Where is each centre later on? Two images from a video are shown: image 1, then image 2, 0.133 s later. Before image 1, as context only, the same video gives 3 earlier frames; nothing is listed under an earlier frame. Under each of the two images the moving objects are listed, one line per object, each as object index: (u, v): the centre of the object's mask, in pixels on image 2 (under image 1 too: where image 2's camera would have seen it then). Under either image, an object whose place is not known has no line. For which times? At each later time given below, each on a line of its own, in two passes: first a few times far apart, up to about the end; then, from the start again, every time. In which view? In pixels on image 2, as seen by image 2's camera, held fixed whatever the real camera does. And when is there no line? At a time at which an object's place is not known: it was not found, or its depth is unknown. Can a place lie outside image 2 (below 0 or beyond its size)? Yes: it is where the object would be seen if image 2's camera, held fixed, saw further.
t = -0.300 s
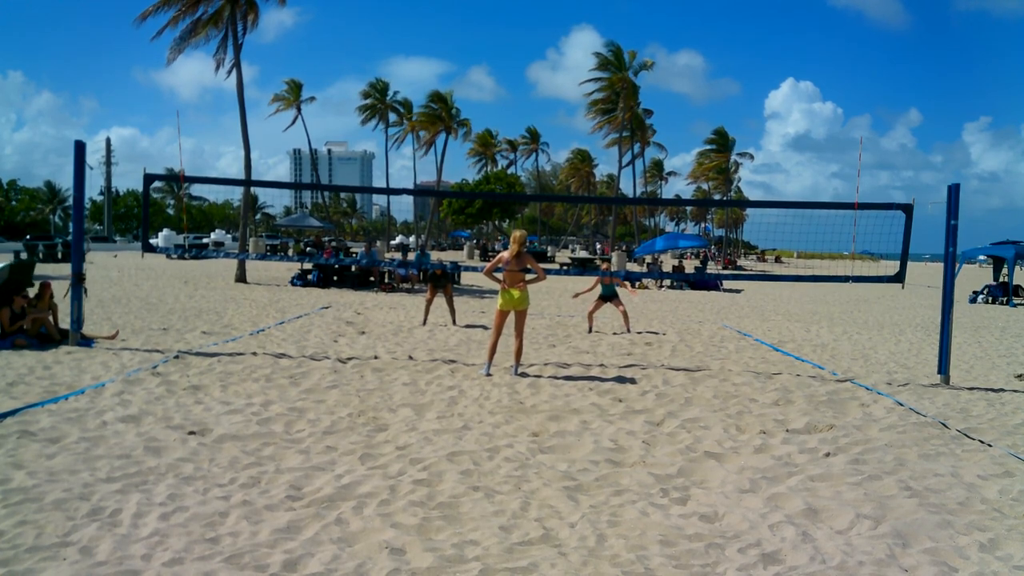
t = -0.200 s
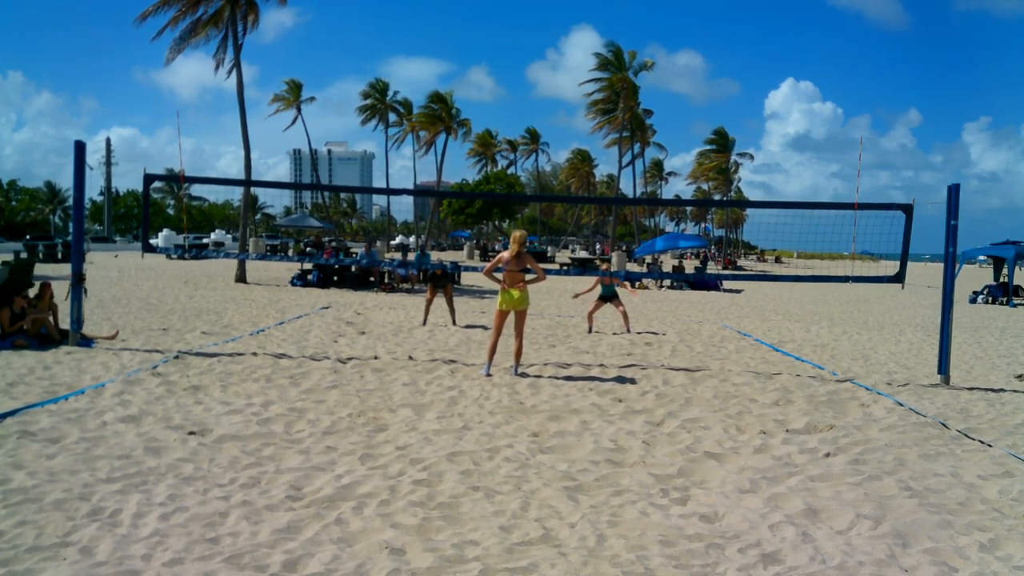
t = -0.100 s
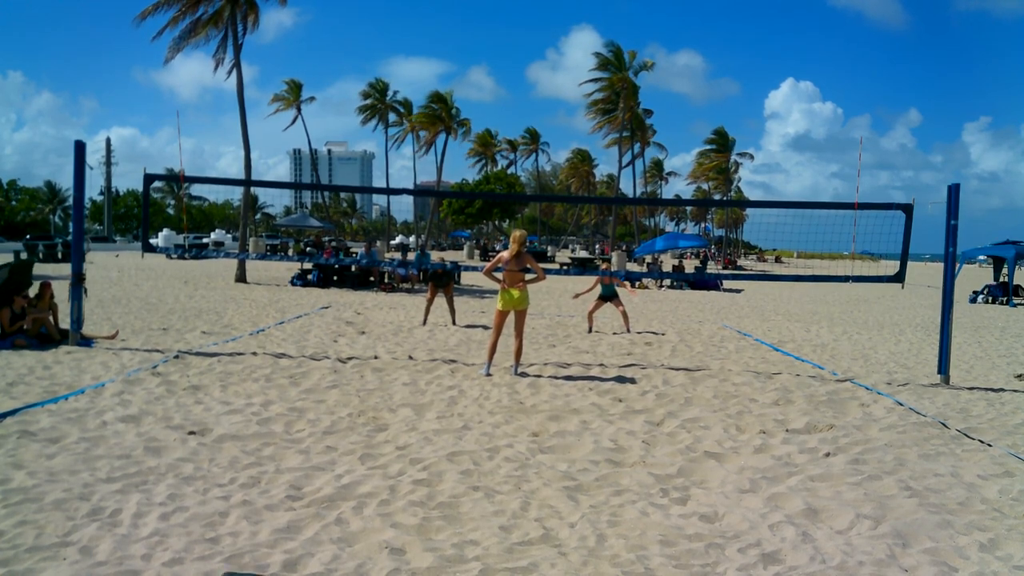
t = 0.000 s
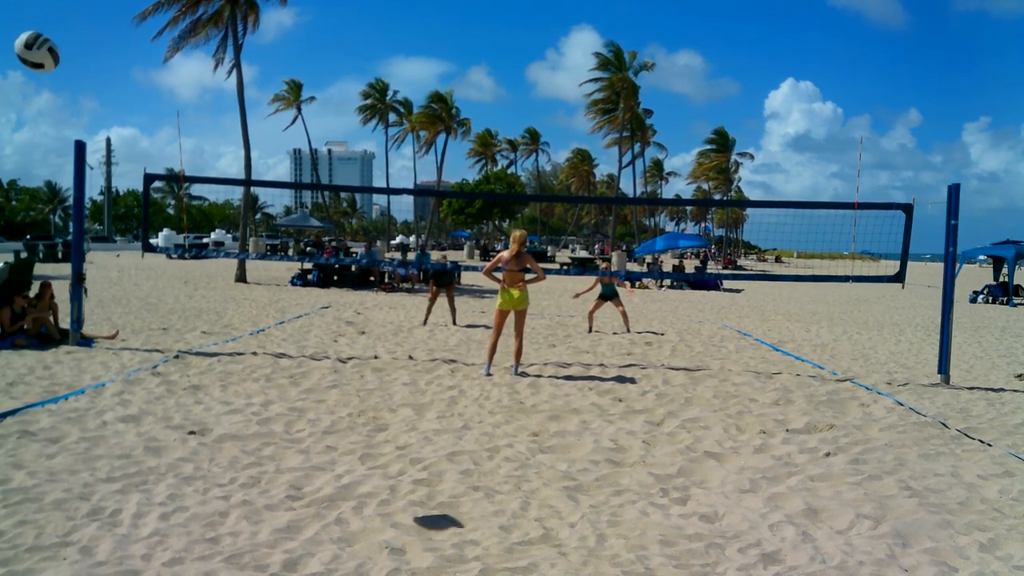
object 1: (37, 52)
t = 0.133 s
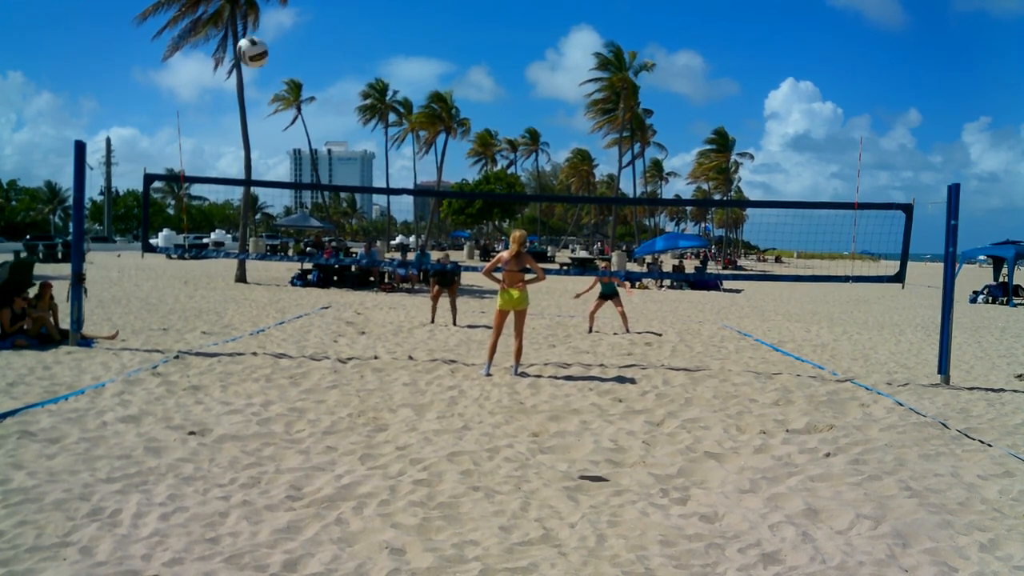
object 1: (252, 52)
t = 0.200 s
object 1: (327, 60)
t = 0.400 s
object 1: (477, 100)
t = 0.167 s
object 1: (292, 55)
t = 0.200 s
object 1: (327, 60)
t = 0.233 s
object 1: (359, 65)
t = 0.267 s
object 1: (387, 71)
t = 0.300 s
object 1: (412, 77)
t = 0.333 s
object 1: (436, 83)
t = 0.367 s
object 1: (457, 92)
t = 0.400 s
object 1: (477, 100)
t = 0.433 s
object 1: (495, 108)
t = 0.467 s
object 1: (512, 117)
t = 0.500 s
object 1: (527, 126)
